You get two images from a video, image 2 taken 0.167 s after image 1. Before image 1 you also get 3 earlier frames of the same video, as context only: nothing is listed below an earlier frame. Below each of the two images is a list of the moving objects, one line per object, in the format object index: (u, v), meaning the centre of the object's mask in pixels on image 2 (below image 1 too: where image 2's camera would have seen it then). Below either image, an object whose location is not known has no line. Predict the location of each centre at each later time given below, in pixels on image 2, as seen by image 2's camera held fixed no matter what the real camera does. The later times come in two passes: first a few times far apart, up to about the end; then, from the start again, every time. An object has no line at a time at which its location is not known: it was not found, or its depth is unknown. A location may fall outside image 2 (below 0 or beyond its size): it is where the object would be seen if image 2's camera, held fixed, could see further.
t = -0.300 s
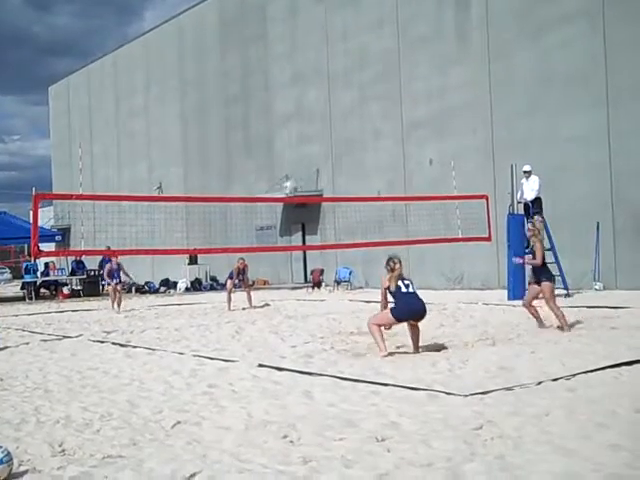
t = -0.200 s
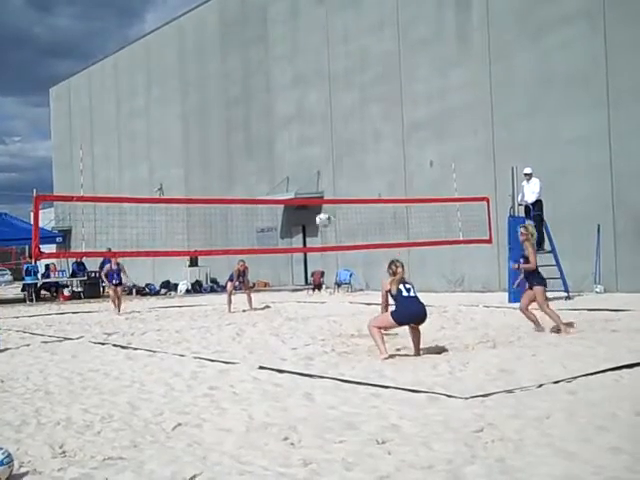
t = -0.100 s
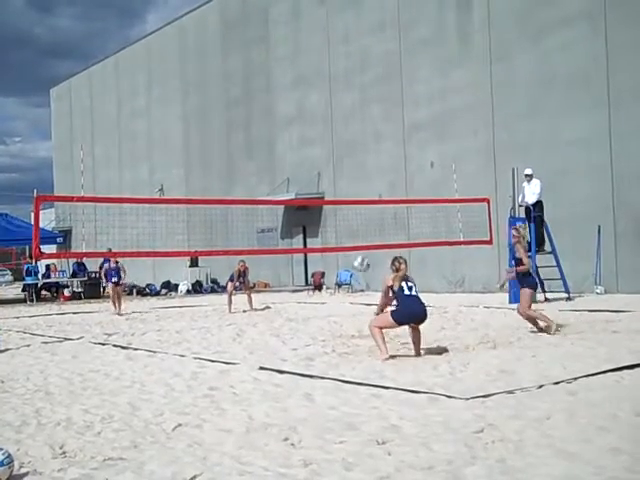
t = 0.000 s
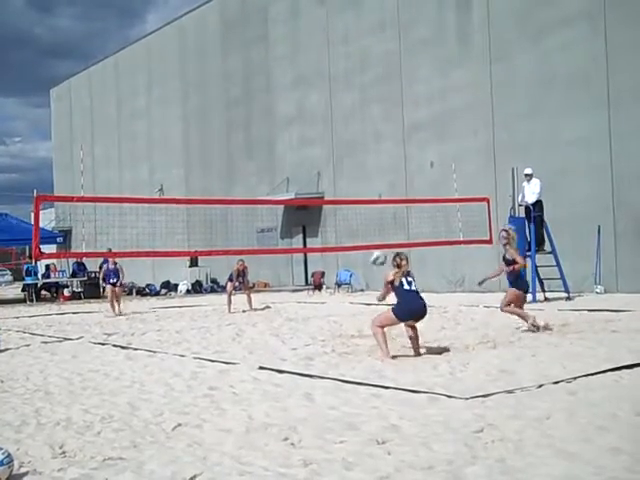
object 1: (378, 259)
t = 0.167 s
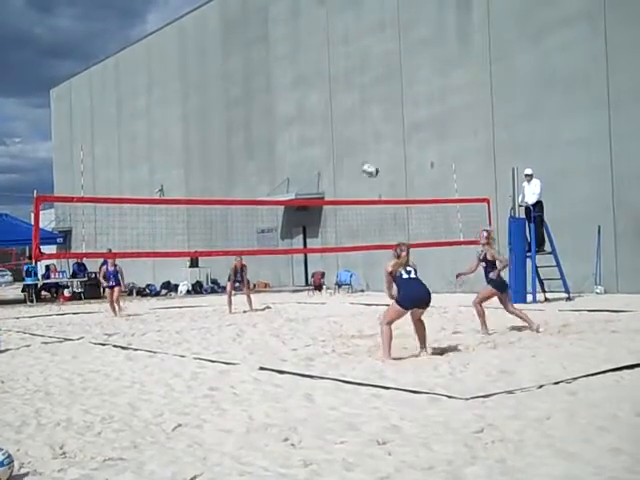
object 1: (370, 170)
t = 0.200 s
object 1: (369, 156)
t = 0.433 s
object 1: (362, 81)
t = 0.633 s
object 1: (358, 48)
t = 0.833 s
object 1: (355, 43)
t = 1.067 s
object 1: (355, 72)
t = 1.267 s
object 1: (358, 123)
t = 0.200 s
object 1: (369, 156)
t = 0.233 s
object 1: (368, 143)
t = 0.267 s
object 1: (366, 130)
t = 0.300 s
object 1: (365, 119)
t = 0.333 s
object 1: (364, 108)
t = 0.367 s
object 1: (362, 97)
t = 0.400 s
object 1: (362, 89)
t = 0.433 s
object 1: (362, 81)
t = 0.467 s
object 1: (359, 73)
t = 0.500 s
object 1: (360, 66)
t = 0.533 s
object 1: (359, 59)
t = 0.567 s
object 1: (358, 55)
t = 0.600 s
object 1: (358, 52)
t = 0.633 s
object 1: (358, 48)
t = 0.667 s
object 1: (358, 46)
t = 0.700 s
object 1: (357, 44)
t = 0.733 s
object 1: (356, 42)
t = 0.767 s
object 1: (356, 43)
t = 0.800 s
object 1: (355, 43)
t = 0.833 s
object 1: (355, 43)
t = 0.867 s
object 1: (355, 46)
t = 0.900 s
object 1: (355, 49)
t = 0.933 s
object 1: (354, 52)
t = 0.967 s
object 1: (355, 56)
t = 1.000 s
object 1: (355, 59)
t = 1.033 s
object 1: (355, 65)
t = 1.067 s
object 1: (355, 72)
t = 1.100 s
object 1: (355, 79)
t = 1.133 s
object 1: (356, 86)
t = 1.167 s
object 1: (357, 95)
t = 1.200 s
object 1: (357, 103)
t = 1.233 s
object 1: (358, 112)
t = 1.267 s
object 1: (358, 123)
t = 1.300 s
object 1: (359, 134)
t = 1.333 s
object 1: (360, 144)
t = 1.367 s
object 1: (360, 157)
